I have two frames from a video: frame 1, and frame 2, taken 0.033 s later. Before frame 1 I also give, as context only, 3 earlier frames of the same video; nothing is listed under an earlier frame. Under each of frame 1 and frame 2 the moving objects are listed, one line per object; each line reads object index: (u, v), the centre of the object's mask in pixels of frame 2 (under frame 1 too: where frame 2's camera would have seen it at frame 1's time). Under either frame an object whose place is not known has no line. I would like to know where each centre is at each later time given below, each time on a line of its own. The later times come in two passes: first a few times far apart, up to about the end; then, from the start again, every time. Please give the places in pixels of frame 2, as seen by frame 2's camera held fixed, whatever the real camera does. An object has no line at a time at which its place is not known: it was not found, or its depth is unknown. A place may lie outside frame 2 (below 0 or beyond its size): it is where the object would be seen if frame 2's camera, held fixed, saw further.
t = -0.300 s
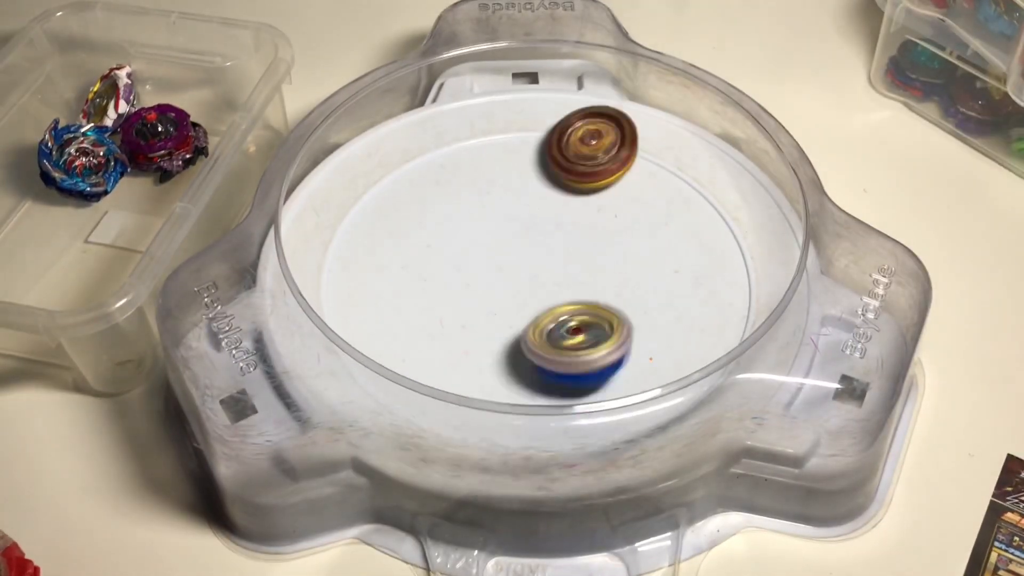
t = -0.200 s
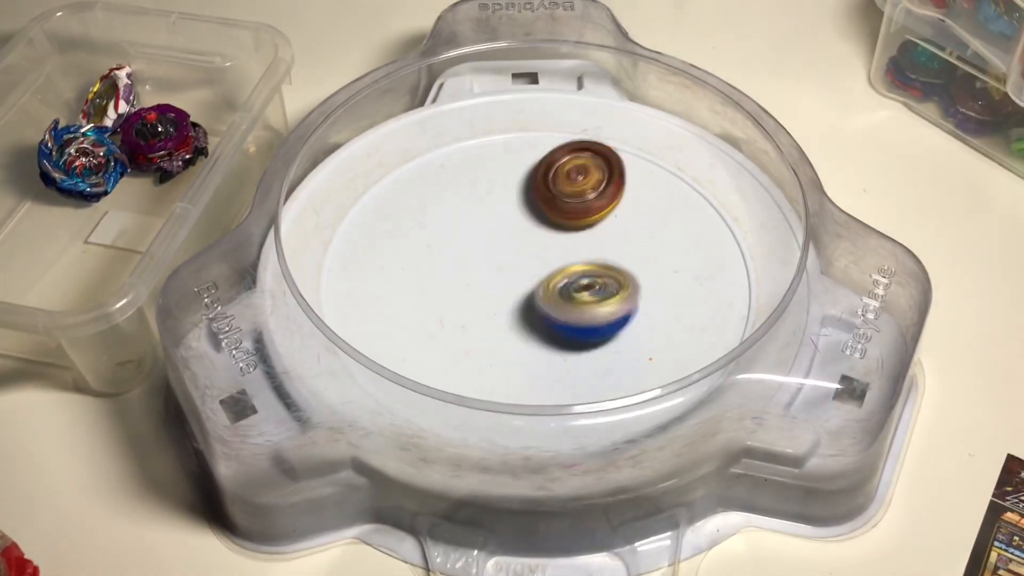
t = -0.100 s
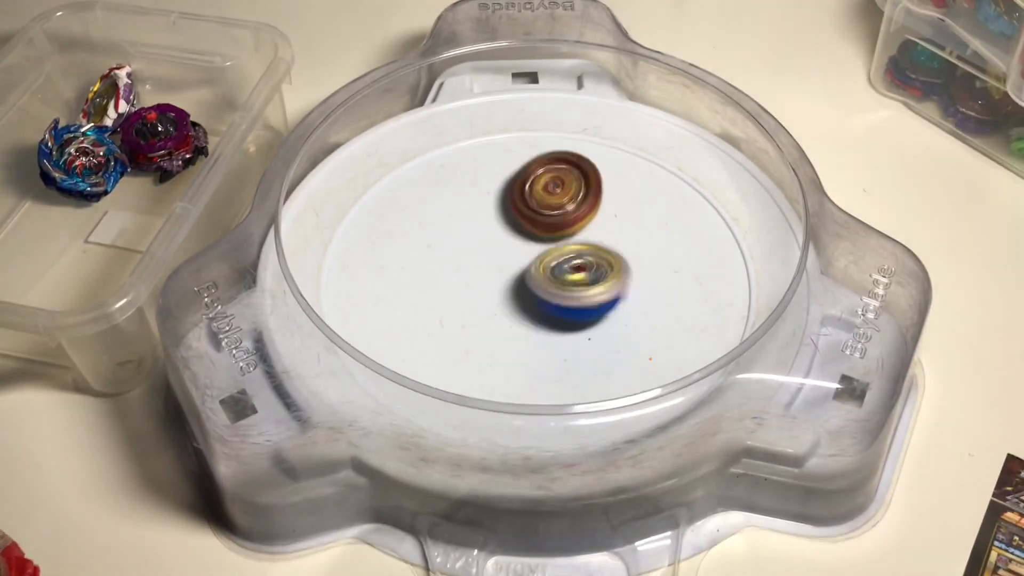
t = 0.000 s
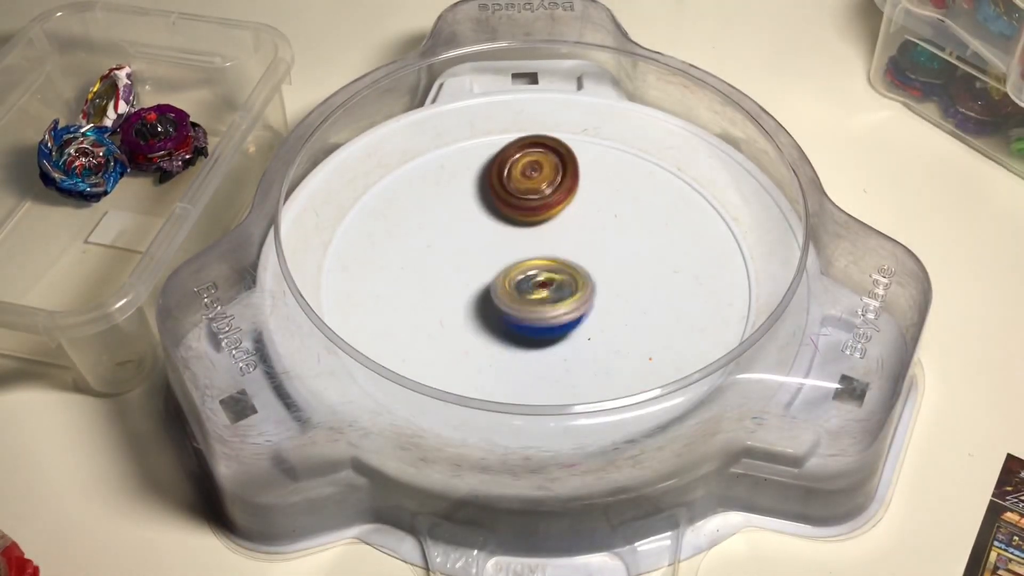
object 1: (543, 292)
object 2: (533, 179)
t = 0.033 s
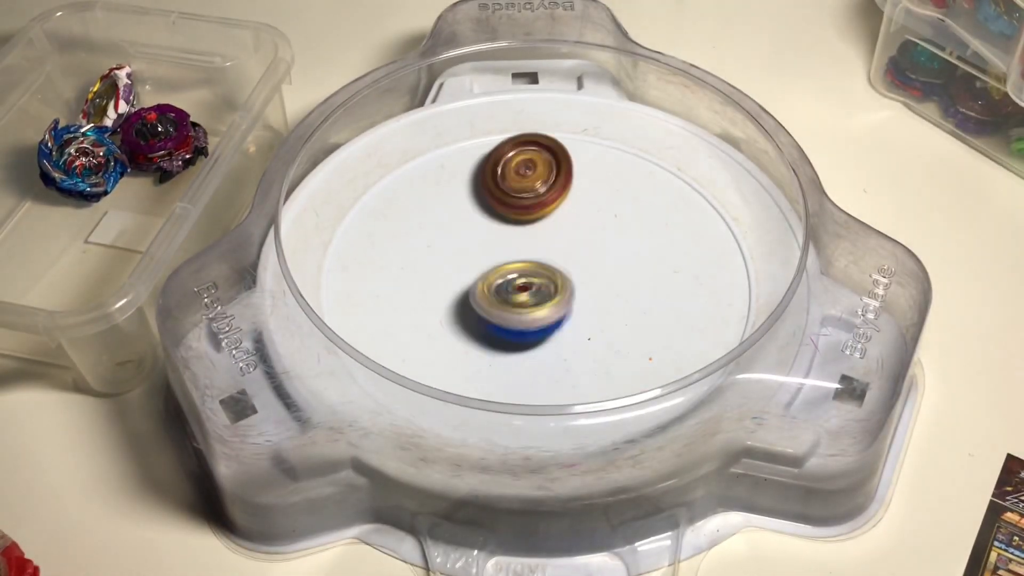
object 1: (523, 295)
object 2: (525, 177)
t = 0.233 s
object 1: (414, 330)
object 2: (497, 189)
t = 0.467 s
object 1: (485, 365)
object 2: (473, 219)
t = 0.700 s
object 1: (561, 255)
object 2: (429, 241)
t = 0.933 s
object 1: (619, 171)
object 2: (334, 190)
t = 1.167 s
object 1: (497, 174)
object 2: (371, 223)
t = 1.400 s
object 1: (501, 200)
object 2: (410, 297)
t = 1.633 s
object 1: (564, 190)
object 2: (456, 337)
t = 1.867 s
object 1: (578, 182)
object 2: (495, 357)
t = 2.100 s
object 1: (580, 231)
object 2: (538, 357)
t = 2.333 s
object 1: (642, 269)
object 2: (580, 340)
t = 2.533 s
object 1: (640, 237)
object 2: (602, 334)
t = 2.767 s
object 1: (530, 244)
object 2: (631, 336)
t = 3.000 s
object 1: (441, 308)
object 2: (649, 325)
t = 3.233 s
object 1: (590, 365)
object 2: (640, 291)
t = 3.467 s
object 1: (668, 300)
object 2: (630, 165)
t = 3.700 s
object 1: (515, 253)
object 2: (589, 187)
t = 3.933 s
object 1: (417, 296)
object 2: (537, 222)
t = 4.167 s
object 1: (483, 341)
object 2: (503, 206)
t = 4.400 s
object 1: (545, 272)
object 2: (485, 203)
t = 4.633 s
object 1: (562, 228)
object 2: (467, 201)
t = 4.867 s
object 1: (569, 227)
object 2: (461, 229)
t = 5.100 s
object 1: (572, 242)
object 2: (474, 260)
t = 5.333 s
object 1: (586, 264)
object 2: (486, 291)
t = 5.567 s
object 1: (607, 265)
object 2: (490, 315)
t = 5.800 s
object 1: (590, 255)
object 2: (518, 319)
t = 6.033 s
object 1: (551, 243)
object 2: (537, 325)
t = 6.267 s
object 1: (513, 243)
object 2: (562, 321)
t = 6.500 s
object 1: (500, 252)
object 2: (583, 304)
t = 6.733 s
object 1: (487, 256)
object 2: (598, 281)
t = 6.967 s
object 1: (488, 260)
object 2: (599, 256)
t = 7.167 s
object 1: (483, 273)
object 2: (618, 226)
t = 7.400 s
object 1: (522, 276)
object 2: (595, 221)
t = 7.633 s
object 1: (512, 309)
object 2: (617, 164)
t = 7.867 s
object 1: (560, 294)
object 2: (581, 197)
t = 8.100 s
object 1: (575, 310)
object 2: (527, 130)
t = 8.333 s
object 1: (569, 287)
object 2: (518, 162)
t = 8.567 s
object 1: (502, 296)
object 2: (503, 206)
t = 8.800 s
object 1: (550, 322)
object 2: (506, 248)
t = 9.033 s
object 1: (585, 270)
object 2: (495, 249)
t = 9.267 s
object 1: (570, 221)
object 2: (471, 252)
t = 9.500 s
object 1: (550, 213)
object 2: (468, 267)
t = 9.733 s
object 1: (582, 219)
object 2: (452, 291)
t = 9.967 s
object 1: (594, 234)
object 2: (489, 297)
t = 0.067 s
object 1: (499, 299)
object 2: (520, 177)
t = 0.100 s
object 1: (477, 304)
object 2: (515, 177)
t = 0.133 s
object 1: (457, 311)
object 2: (509, 180)
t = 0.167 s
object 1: (439, 317)
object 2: (505, 182)
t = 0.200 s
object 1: (425, 323)
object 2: (500, 185)
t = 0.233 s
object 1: (414, 330)
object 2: (497, 189)
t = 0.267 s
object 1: (409, 338)
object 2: (493, 193)
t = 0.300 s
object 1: (410, 347)
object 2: (490, 197)
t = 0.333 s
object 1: (417, 354)
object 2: (486, 202)
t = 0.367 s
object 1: (430, 361)
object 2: (483, 206)
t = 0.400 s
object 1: (445, 363)
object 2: (478, 211)
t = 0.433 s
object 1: (464, 366)
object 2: (476, 215)
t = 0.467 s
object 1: (485, 365)
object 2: (473, 219)
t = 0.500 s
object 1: (504, 360)
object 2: (470, 224)
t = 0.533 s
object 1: (519, 348)
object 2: (467, 228)
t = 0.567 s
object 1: (532, 334)
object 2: (464, 232)
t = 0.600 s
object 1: (543, 316)
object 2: (461, 235)
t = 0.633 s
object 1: (547, 294)
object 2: (458, 240)
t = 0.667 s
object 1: (546, 273)
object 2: (454, 244)
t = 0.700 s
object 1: (561, 255)
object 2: (429, 241)
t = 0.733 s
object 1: (586, 239)
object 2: (396, 228)
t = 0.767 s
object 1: (603, 222)
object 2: (367, 216)
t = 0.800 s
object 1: (616, 206)
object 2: (347, 205)
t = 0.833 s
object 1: (626, 191)
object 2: (341, 194)
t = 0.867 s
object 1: (628, 181)
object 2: (337, 194)
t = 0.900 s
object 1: (625, 174)
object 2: (335, 191)
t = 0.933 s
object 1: (619, 171)
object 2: (334, 190)
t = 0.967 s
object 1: (607, 165)
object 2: (334, 193)
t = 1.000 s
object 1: (592, 164)
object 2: (336, 193)
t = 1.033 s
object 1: (576, 162)
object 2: (339, 196)
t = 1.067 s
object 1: (558, 161)
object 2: (344, 202)
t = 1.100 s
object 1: (538, 167)
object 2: (350, 206)
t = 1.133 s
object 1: (518, 170)
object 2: (360, 216)
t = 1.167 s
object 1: (497, 174)
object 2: (371, 223)
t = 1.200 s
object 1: (480, 180)
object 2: (385, 229)
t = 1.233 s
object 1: (471, 188)
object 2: (396, 242)
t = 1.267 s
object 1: (471, 194)
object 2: (397, 251)
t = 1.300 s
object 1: (476, 196)
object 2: (397, 266)
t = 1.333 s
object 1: (485, 197)
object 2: (400, 278)
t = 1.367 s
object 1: (492, 198)
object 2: (405, 287)
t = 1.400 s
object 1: (501, 200)
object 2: (410, 297)
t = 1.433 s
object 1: (509, 200)
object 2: (416, 305)
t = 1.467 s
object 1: (518, 201)
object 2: (424, 310)
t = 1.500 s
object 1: (530, 200)
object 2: (429, 318)
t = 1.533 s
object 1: (539, 199)
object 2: (437, 322)
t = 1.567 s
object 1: (548, 197)
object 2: (443, 328)
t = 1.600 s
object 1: (558, 193)
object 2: (449, 333)
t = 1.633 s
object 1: (564, 190)
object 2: (456, 337)
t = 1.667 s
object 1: (570, 187)
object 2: (462, 342)
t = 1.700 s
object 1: (571, 184)
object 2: (468, 345)
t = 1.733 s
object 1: (574, 182)
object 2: (473, 348)
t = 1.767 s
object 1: (577, 180)
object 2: (479, 351)
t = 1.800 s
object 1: (578, 179)
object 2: (485, 353)
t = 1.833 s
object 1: (580, 180)
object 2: (490, 355)
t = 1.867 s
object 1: (578, 182)
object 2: (495, 357)
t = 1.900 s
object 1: (577, 187)
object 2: (501, 358)
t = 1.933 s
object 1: (574, 192)
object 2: (507, 359)
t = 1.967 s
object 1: (571, 198)
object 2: (513, 360)
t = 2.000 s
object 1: (571, 204)
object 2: (519, 360)
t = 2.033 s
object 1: (572, 211)
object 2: (525, 359)
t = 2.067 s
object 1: (576, 222)
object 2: (531, 358)
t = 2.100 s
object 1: (580, 231)
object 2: (538, 357)
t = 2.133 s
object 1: (586, 241)
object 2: (543, 354)
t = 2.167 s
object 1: (594, 249)
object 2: (549, 352)
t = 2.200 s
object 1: (602, 258)
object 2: (555, 350)
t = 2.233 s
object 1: (613, 263)
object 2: (562, 348)
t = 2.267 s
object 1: (622, 267)
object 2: (567, 346)
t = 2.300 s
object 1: (634, 270)
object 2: (573, 343)
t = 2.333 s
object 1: (642, 269)
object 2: (580, 340)
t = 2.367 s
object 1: (650, 268)
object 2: (586, 337)
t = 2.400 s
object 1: (652, 262)
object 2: (591, 334)
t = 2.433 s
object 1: (653, 259)
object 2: (596, 332)
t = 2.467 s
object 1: (649, 252)
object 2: (601, 329)
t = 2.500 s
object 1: (645, 246)
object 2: (603, 331)
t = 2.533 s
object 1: (640, 237)
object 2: (602, 334)
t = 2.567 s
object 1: (634, 233)
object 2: (603, 333)
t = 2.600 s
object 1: (626, 230)
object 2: (604, 331)
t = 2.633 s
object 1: (611, 233)
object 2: (605, 328)
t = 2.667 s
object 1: (595, 235)
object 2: (608, 326)
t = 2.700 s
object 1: (576, 242)
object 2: (610, 322)
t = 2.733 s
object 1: (555, 243)
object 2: (621, 328)
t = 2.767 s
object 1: (530, 244)
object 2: (631, 336)
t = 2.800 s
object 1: (512, 244)
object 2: (637, 338)
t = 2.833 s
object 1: (492, 249)
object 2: (641, 338)
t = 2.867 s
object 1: (477, 255)
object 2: (644, 336)
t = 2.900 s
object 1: (460, 266)
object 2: (646, 335)
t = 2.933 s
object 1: (451, 278)
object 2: (648, 332)
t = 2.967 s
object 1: (441, 293)
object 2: (649, 329)
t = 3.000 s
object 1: (441, 308)
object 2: (649, 325)
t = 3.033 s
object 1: (444, 325)
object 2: (648, 321)
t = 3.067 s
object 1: (456, 340)
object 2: (648, 316)
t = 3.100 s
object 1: (473, 356)
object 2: (646, 312)
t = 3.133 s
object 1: (496, 365)
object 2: (646, 307)
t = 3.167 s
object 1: (527, 374)
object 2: (644, 301)
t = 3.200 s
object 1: (556, 371)
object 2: (642, 296)
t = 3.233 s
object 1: (590, 365)
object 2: (640, 291)
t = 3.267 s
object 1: (615, 354)
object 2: (638, 282)
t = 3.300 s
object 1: (635, 340)
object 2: (636, 271)
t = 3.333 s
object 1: (655, 340)
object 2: (633, 249)
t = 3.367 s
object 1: (668, 334)
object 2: (631, 226)
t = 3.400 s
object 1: (676, 324)
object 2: (629, 204)
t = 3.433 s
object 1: (677, 312)
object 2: (630, 182)
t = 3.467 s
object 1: (668, 300)
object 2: (630, 165)
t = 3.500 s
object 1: (657, 287)
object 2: (634, 148)
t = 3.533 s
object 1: (640, 279)
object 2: (633, 139)
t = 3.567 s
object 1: (619, 270)
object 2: (624, 147)
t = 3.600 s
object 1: (597, 263)
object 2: (615, 155)
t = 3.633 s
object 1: (570, 258)
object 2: (606, 167)
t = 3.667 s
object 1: (542, 253)
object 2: (597, 177)
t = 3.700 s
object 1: (515, 253)
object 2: (589, 187)
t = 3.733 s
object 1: (488, 254)
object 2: (581, 196)
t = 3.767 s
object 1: (464, 257)
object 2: (573, 204)
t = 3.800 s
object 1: (446, 263)
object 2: (565, 211)
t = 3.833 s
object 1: (433, 269)
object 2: (556, 218)
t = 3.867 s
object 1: (426, 276)
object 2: (549, 221)
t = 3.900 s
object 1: (421, 286)
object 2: (544, 222)
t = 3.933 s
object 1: (417, 296)
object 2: (537, 222)
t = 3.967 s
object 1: (417, 308)
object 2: (531, 223)
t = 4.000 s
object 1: (418, 319)
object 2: (526, 220)
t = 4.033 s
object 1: (426, 329)
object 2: (521, 218)
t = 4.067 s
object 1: (436, 337)
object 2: (516, 215)
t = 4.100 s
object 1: (449, 341)
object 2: (511, 212)
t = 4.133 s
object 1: (467, 342)
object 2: (508, 209)
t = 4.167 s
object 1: (483, 341)
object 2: (503, 206)
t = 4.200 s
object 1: (495, 335)
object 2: (500, 204)
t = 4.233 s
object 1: (510, 328)
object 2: (497, 201)
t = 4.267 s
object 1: (521, 322)
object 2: (494, 201)
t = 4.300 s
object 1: (530, 311)
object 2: (491, 200)
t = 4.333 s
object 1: (539, 300)
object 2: (489, 201)
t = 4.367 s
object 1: (544, 288)
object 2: (488, 201)
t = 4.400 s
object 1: (545, 272)
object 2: (485, 203)
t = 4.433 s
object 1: (546, 255)
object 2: (482, 202)
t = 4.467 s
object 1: (548, 247)
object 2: (477, 201)
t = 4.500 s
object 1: (552, 239)
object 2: (474, 196)
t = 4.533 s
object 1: (556, 235)
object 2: (470, 198)
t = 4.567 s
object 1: (561, 233)
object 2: (468, 197)
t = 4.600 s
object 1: (562, 230)
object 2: (467, 197)
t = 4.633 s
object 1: (562, 228)
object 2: (467, 201)
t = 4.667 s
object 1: (563, 225)
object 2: (466, 205)
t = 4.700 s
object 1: (561, 225)
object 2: (467, 208)
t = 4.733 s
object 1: (563, 225)
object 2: (464, 213)
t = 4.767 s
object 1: (565, 224)
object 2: (461, 216)
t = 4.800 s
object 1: (568, 225)
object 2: (460, 219)
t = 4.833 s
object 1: (569, 227)
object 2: (460, 224)
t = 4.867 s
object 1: (569, 227)
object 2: (461, 229)
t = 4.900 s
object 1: (571, 228)
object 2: (463, 233)
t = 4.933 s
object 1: (571, 230)
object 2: (464, 238)
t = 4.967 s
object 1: (571, 231)
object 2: (466, 242)
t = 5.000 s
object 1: (571, 232)
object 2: (468, 247)
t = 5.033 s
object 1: (573, 236)
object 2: (470, 251)
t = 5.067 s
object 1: (573, 239)
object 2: (472, 256)
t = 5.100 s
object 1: (572, 242)
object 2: (474, 260)
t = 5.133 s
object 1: (574, 245)
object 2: (475, 265)
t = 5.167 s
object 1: (576, 249)
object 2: (476, 270)
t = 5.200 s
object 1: (578, 253)
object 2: (477, 274)
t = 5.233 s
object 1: (579, 256)
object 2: (480, 277)
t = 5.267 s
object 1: (582, 258)
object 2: (482, 282)
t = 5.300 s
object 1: (583, 262)
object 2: (486, 286)
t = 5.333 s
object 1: (586, 264)
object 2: (486, 291)
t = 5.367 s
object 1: (588, 265)
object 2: (487, 296)
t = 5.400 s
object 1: (592, 266)
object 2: (490, 298)
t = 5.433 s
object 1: (592, 268)
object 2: (493, 301)
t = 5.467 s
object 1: (592, 269)
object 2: (497, 304)
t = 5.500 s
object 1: (592, 270)
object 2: (499, 308)
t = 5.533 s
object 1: (603, 267)
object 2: (492, 313)
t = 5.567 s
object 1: (607, 265)
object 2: (490, 315)
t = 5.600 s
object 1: (608, 263)
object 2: (492, 315)
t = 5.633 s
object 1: (607, 261)
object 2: (496, 316)
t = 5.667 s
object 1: (607, 259)
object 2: (500, 317)
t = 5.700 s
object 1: (604, 259)
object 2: (504, 318)
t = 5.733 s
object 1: (599, 258)
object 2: (509, 319)
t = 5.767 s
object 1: (595, 257)
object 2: (514, 319)
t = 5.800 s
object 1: (590, 255)
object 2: (518, 319)
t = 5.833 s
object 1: (588, 252)
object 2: (519, 323)
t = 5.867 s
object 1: (584, 250)
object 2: (521, 325)
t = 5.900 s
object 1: (577, 248)
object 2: (524, 325)
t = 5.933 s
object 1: (570, 247)
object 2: (528, 323)
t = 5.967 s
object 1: (565, 244)
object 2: (531, 325)
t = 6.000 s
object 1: (559, 243)
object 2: (534, 326)
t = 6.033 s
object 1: (551, 243)
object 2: (537, 325)
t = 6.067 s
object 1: (543, 239)
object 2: (539, 329)
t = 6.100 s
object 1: (535, 238)
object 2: (542, 329)
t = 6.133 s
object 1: (531, 237)
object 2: (546, 327)
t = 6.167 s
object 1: (525, 238)
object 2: (549, 326)
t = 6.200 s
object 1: (520, 240)
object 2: (553, 323)
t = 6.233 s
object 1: (516, 242)
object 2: (556, 321)
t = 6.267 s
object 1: (513, 243)
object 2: (562, 321)
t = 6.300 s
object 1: (512, 245)
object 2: (565, 319)
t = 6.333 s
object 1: (509, 246)
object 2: (569, 316)
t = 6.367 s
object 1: (506, 247)
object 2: (572, 315)
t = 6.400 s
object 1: (503, 248)
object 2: (575, 313)
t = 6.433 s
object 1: (501, 250)
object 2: (579, 310)
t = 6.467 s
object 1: (501, 250)
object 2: (581, 306)
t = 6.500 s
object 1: (500, 252)
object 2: (583, 304)
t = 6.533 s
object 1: (498, 253)
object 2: (584, 301)
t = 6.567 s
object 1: (497, 254)
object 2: (587, 298)
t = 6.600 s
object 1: (494, 254)
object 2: (589, 295)
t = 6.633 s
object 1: (493, 254)
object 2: (590, 292)
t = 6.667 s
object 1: (494, 255)
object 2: (590, 288)
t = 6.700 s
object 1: (494, 257)
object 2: (590, 283)
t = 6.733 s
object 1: (487, 256)
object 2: (598, 281)
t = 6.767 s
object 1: (482, 255)
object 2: (604, 278)
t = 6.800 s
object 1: (479, 254)
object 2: (605, 275)
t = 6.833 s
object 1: (479, 255)
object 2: (605, 271)
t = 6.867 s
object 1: (482, 256)
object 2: (603, 268)
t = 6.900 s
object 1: (483, 258)
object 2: (602, 264)
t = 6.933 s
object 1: (485, 259)
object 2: (600, 261)
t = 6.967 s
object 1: (488, 260)
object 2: (599, 256)
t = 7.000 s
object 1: (491, 261)
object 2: (595, 252)
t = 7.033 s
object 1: (495, 261)
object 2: (593, 249)
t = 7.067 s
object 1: (498, 261)
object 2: (592, 246)
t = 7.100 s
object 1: (488, 266)
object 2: (607, 236)
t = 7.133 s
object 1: (484, 270)
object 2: (615, 230)
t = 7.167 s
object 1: (483, 273)
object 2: (618, 226)
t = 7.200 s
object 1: (486, 275)
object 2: (617, 224)
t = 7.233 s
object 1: (490, 277)
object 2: (615, 223)
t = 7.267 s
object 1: (494, 278)
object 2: (610, 223)
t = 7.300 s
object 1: (499, 278)
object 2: (608, 221)
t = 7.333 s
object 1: (506, 278)
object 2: (604, 221)
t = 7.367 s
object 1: (514, 277)
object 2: (598, 222)
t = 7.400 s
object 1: (522, 276)
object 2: (595, 221)
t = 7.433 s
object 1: (529, 273)
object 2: (592, 219)
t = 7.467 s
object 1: (524, 281)
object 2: (596, 208)
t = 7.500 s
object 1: (516, 294)
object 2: (608, 188)
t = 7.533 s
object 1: (511, 302)
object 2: (616, 173)
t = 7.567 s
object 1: (508, 306)
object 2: (618, 165)
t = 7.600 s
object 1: (509, 308)
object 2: (618, 164)
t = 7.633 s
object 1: (512, 309)
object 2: (617, 164)
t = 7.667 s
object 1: (518, 309)
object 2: (613, 167)
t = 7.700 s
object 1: (525, 309)
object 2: (609, 171)
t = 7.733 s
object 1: (532, 308)
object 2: (604, 176)
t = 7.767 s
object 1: (539, 307)
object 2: (598, 181)
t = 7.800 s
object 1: (547, 304)
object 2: (593, 186)
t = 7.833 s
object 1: (554, 300)
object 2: (587, 191)
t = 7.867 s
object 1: (560, 294)
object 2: (581, 197)
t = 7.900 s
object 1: (565, 285)
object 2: (574, 201)
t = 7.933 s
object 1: (567, 275)
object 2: (566, 202)
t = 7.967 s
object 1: (568, 280)
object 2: (555, 195)
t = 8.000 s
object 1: (568, 293)
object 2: (547, 169)
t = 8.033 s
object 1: (569, 302)
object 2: (538, 149)
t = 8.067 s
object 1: (571, 308)
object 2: (532, 136)
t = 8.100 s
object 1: (575, 310)
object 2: (527, 130)
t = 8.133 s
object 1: (578, 311)
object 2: (524, 130)
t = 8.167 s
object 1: (581, 309)
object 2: (524, 132)
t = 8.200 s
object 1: (583, 307)
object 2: (523, 136)
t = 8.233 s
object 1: (582, 303)
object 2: (522, 140)
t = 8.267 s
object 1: (580, 297)
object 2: (521, 147)
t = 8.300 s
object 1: (576, 292)
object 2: (519, 154)
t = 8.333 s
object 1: (569, 287)
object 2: (518, 162)
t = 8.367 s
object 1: (560, 281)
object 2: (518, 170)
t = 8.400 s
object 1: (550, 277)
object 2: (516, 180)
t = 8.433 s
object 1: (538, 273)
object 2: (515, 191)
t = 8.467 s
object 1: (525, 271)
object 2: (513, 199)
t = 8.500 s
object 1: (513, 277)
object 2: (509, 204)
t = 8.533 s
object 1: (505, 287)
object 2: (505, 204)
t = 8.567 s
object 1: (502, 296)
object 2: (503, 206)
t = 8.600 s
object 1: (501, 304)
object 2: (503, 210)
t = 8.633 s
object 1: (502, 311)
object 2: (503, 215)
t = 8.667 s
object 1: (507, 318)
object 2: (503, 221)
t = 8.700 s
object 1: (516, 324)
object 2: (504, 227)
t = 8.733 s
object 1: (526, 326)
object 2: (505, 234)
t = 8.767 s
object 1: (538, 327)
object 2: (506, 242)
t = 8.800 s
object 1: (550, 322)
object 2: (506, 248)
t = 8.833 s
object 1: (561, 315)
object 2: (507, 254)
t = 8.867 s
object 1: (570, 308)
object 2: (505, 256)
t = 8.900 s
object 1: (582, 305)
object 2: (498, 252)
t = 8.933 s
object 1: (588, 299)
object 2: (494, 249)
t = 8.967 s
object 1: (591, 290)
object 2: (493, 246)
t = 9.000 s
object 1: (589, 279)
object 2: (495, 247)
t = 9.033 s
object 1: (585, 270)
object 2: (495, 249)
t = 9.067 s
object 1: (590, 263)
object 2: (485, 249)
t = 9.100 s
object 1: (590, 255)
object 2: (479, 247)
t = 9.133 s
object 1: (588, 246)
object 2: (478, 247)
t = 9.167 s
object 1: (582, 238)
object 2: (480, 248)
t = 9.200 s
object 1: (576, 232)
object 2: (476, 250)
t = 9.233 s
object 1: (575, 226)
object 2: (471, 252)
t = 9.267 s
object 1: (570, 221)
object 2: (471, 252)
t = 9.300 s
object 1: (563, 217)
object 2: (472, 254)
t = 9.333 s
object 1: (561, 213)
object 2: (467, 258)
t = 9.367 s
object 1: (560, 211)
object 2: (464, 260)
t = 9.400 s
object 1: (559, 209)
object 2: (465, 262)
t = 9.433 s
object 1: (557, 209)
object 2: (465, 263)
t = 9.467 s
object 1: (553, 210)
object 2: (467, 264)
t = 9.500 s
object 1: (550, 213)
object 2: (468, 267)
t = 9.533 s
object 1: (549, 216)
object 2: (469, 269)
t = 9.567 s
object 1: (549, 218)
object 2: (469, 272)
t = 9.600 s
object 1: (550, 222)
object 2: (469, 274)
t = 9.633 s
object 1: (562, 219)
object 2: (457, 281)
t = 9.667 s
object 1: (571, 218)
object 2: (450, 288)
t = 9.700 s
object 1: (577, 218)
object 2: (450, 290)
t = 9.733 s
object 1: (582, 219)
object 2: (452, 291)
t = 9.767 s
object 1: (585, 220)
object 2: (454, 292)
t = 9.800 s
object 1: (588, 221)
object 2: (458, 293)
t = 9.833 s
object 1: (591, 223)
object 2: (462, 293)
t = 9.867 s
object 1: (593, 225)
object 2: (468, 295)
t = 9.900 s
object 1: (593, 228)
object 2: (474, 295)
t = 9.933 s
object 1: (593, 231)
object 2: (481, 296)
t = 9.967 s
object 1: (594, 234)
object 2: (489, 297)
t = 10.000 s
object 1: (594, 239)
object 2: (496, 297)
